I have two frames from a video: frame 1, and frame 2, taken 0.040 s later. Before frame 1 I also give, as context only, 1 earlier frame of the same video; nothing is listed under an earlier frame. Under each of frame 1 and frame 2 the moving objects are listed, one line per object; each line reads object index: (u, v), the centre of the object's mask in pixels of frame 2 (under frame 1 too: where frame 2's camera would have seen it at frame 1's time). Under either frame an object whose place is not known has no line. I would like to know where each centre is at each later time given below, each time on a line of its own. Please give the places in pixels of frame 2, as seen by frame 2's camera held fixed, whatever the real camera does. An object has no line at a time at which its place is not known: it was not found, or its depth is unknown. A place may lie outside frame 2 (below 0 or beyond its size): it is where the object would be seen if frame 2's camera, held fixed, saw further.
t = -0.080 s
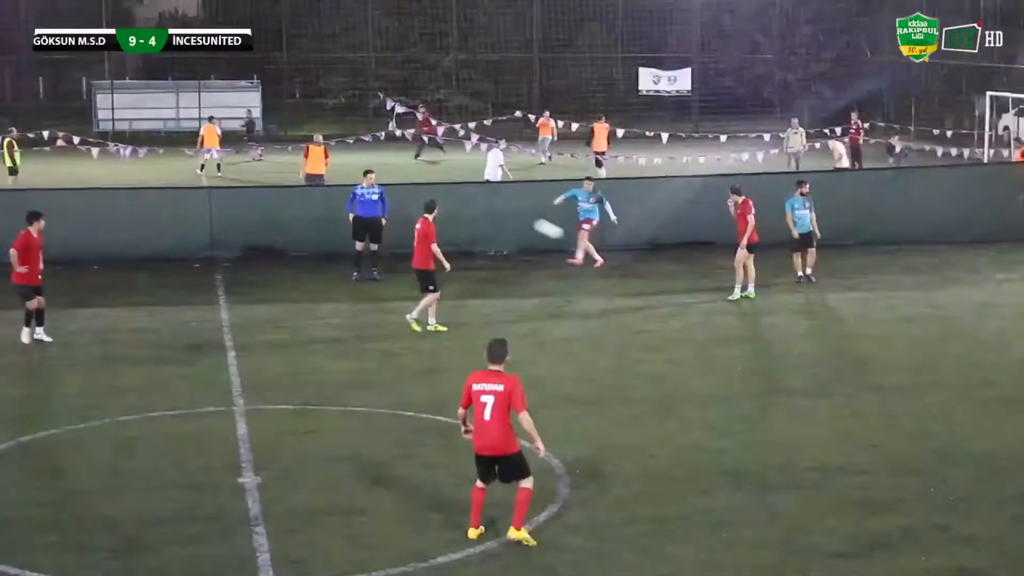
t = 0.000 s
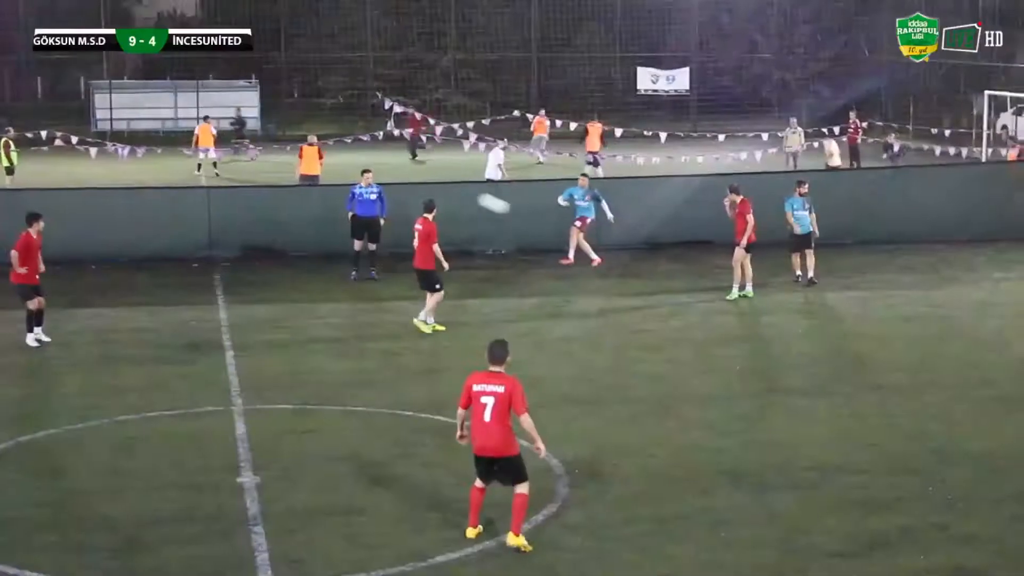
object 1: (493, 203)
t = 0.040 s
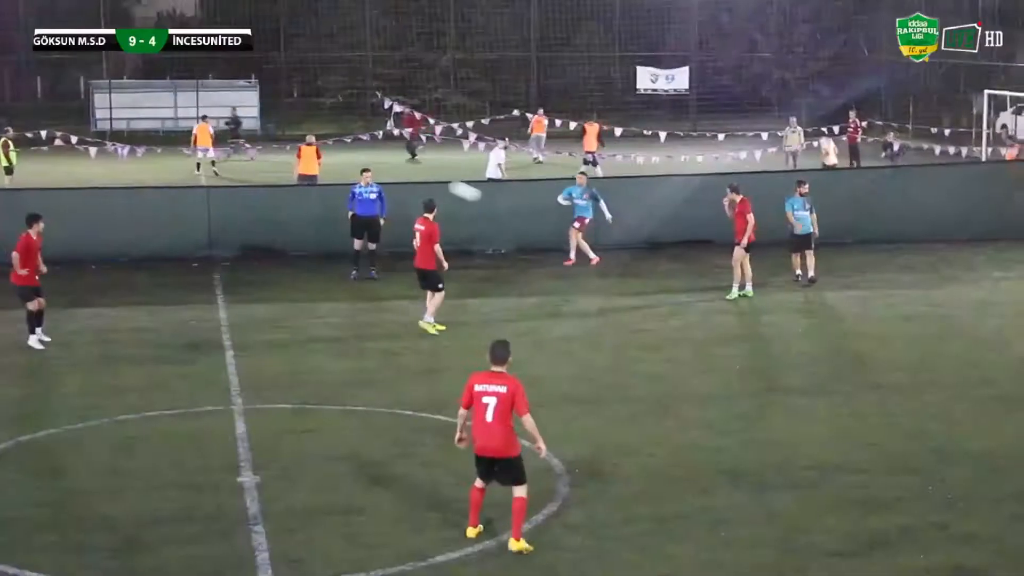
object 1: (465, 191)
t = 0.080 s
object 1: (436, 180)
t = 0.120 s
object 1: (407, 168)
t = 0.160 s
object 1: (377, 157)
